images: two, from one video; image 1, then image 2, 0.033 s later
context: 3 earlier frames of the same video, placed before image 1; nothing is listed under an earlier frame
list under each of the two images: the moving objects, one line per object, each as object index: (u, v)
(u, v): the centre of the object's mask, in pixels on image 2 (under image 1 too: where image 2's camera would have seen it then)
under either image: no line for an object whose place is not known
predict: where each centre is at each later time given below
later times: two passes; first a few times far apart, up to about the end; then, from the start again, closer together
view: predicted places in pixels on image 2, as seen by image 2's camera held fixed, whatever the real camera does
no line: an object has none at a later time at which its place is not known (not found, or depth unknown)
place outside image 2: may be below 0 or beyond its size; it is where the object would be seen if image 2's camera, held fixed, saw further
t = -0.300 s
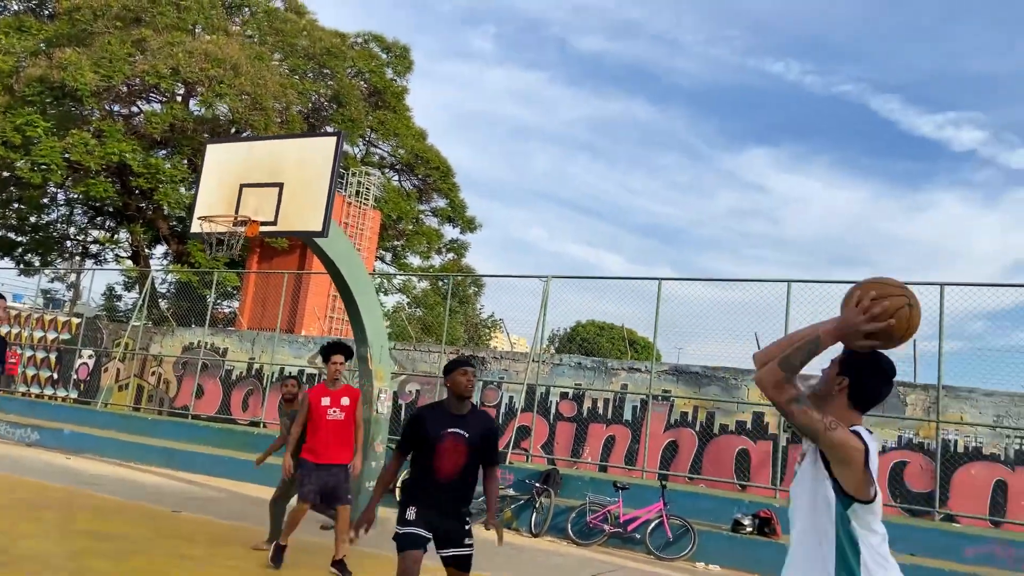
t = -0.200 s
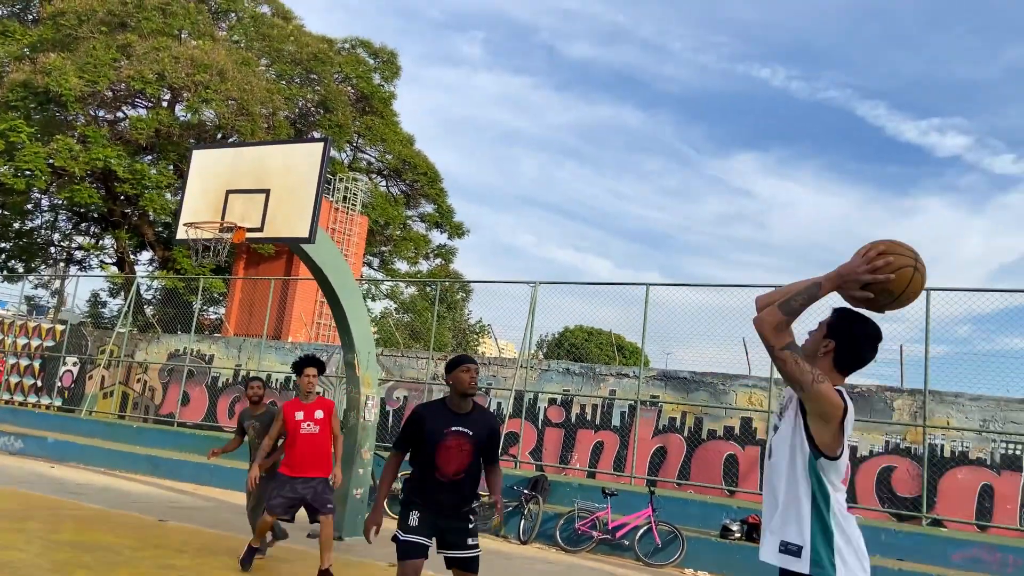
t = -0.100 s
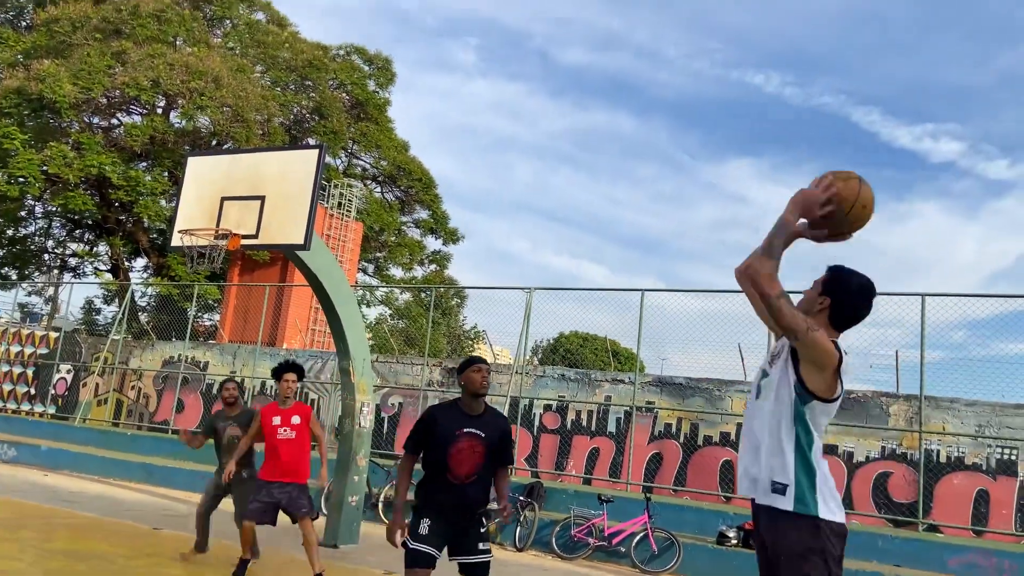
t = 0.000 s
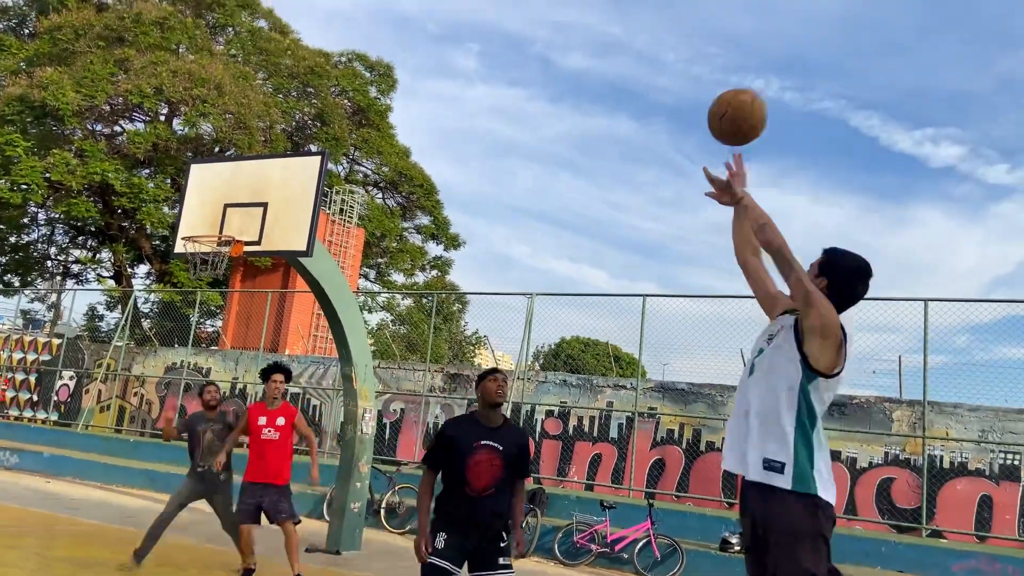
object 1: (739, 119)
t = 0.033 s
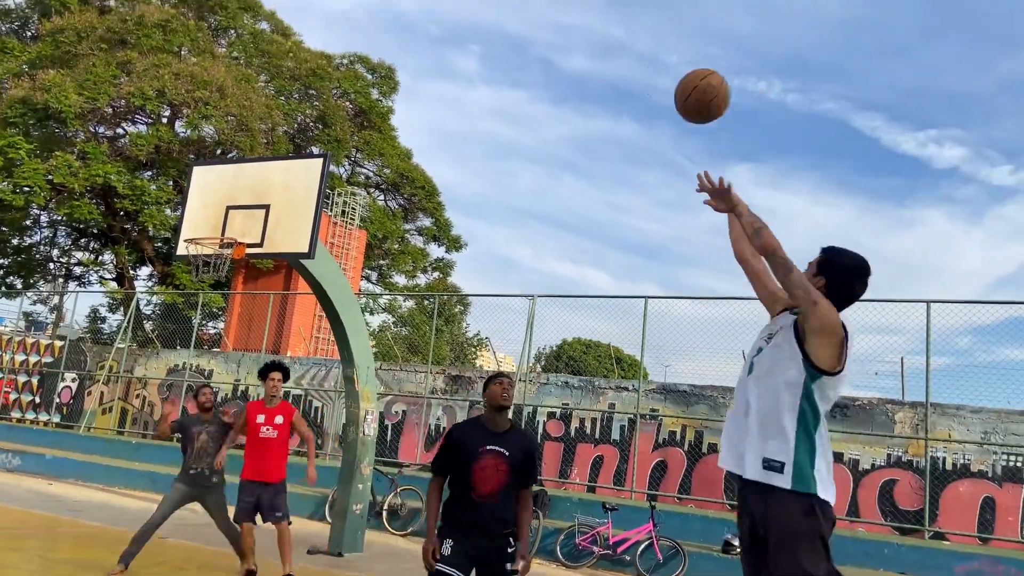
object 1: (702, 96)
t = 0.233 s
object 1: (537, 32)
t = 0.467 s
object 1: (411, 51)
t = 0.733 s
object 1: (304, 135)
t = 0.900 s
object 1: (253, 201)
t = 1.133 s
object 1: (231, 186)
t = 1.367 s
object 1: (211, 167)
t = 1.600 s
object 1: (176, 190)
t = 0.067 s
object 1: (669, 77)
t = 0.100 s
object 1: (638, 62)
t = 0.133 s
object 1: (610, 51)
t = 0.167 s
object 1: (584, 42)
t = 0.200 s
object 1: (560, 36)
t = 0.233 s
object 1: (537, 32)
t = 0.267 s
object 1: (516, 30)
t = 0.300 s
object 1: (496, 30)
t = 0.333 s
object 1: (477, 32)
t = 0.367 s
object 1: (459, 34)
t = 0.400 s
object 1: (442, 38)
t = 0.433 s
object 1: (426, 44)
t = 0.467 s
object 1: (411, 51)
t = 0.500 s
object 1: (396, 58)
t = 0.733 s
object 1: (304, 135)
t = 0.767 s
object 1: (293, 148)
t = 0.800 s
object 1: (281, 163)
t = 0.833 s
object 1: (270, 177)
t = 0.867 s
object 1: (264, 185)
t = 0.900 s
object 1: (253, 201)
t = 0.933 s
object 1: (243, 217)
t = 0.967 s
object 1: (235, 229)
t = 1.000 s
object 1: (235, 218)
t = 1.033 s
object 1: (234, 208)
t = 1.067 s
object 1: (233, 200)
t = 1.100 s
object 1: (232, 192)
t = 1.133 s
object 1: (231, 186)
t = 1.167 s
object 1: (230, 181)
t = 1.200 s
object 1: (228, 177)
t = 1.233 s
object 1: (227, 175)
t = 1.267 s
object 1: (223, 171)
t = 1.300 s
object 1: (219, 169)
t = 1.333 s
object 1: (216, 167)
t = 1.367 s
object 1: (211, 167)
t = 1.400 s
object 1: (207, 167)
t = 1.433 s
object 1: (202, 168)
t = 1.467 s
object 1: (197, 170)
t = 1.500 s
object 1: (192, 174)
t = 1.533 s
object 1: (187, 178)
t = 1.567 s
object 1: (181, 184)
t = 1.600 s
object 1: (176, 190)
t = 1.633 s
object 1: (172, 199)
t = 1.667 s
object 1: (166, 208)
